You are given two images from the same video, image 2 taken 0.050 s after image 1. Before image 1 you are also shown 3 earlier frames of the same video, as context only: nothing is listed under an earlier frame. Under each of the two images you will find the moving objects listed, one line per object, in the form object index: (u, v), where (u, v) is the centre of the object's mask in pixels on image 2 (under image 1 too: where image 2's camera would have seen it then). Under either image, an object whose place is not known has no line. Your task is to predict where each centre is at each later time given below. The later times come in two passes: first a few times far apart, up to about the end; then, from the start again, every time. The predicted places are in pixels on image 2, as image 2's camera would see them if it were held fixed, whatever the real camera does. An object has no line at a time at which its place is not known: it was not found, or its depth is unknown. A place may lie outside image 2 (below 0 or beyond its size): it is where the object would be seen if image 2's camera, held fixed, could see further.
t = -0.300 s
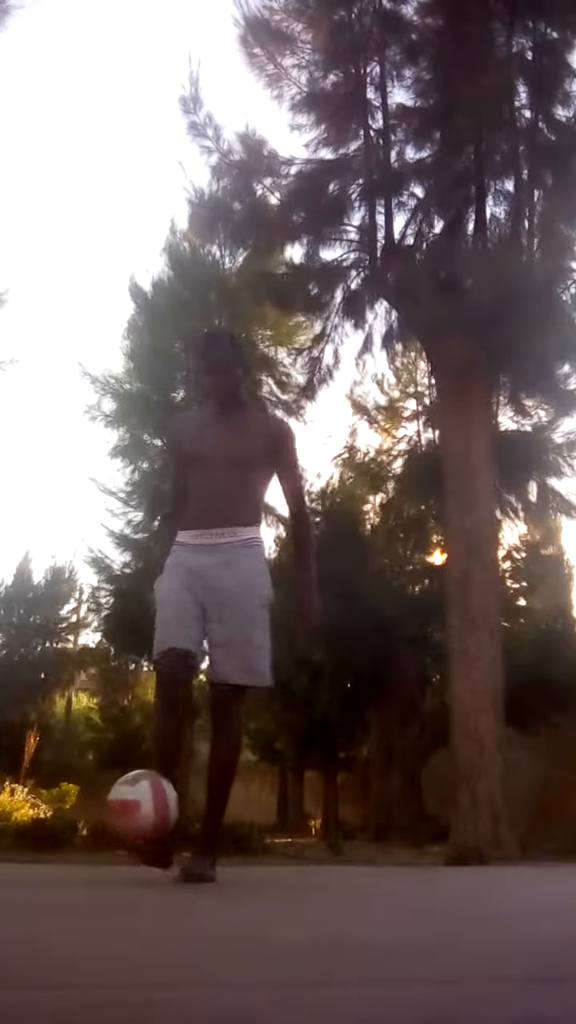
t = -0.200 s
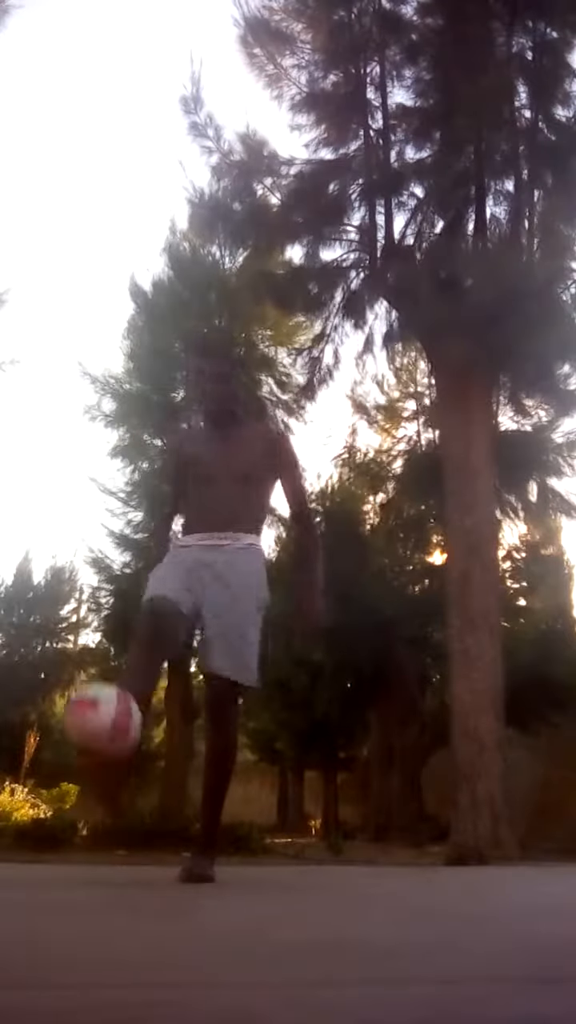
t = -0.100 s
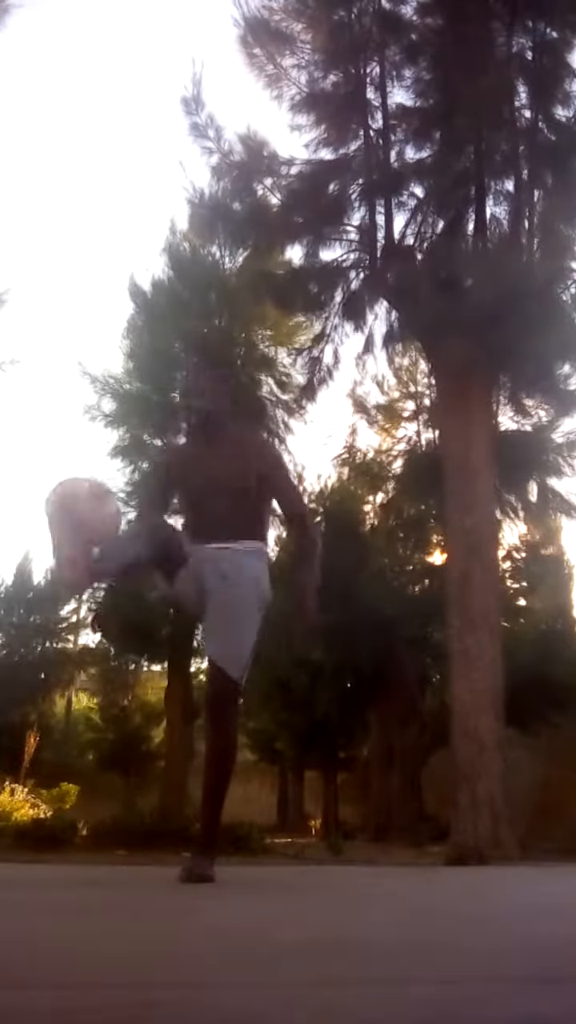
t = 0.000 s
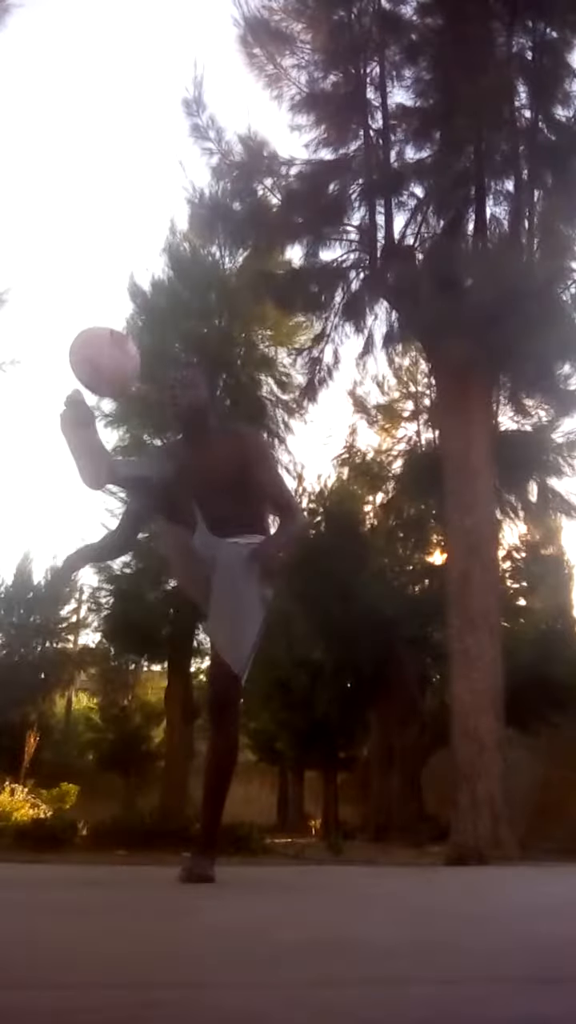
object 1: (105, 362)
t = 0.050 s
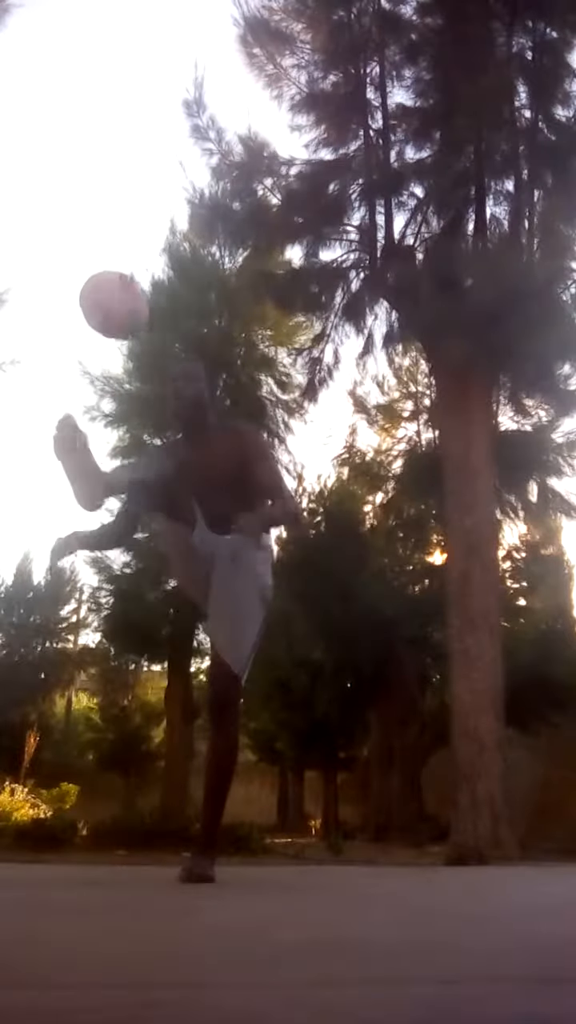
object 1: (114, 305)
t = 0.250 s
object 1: (143, 171)
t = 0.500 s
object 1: (165, 161)
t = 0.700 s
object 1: (178, 256)
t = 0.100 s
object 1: (123, 259)
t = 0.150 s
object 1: (130, 221)
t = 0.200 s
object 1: (137, 193)
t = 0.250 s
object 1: (143, 171)
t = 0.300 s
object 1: (148, 157)
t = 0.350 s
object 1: (153, 149)
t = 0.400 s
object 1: (158, 147)
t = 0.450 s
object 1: (162, 151)
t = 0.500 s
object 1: (165, 161)
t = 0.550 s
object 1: (169, 177)
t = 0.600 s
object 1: (172, 198)
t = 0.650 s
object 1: (176, 225)
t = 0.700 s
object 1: (178, 256)
